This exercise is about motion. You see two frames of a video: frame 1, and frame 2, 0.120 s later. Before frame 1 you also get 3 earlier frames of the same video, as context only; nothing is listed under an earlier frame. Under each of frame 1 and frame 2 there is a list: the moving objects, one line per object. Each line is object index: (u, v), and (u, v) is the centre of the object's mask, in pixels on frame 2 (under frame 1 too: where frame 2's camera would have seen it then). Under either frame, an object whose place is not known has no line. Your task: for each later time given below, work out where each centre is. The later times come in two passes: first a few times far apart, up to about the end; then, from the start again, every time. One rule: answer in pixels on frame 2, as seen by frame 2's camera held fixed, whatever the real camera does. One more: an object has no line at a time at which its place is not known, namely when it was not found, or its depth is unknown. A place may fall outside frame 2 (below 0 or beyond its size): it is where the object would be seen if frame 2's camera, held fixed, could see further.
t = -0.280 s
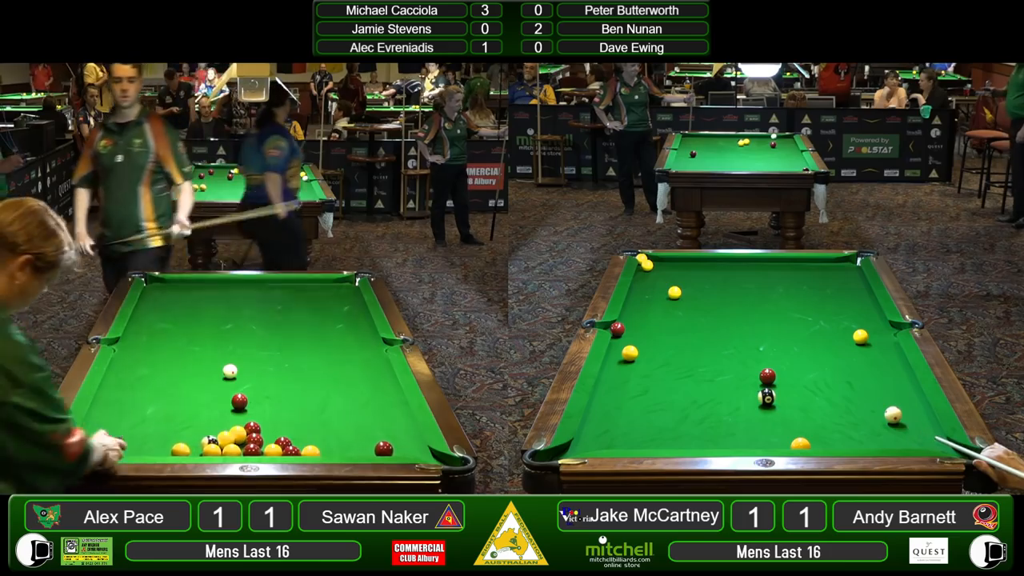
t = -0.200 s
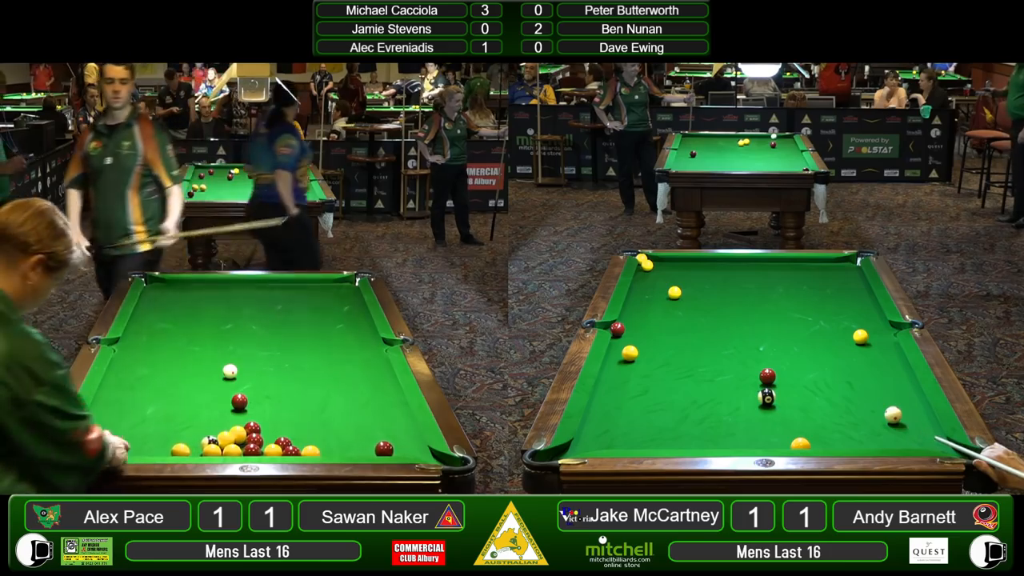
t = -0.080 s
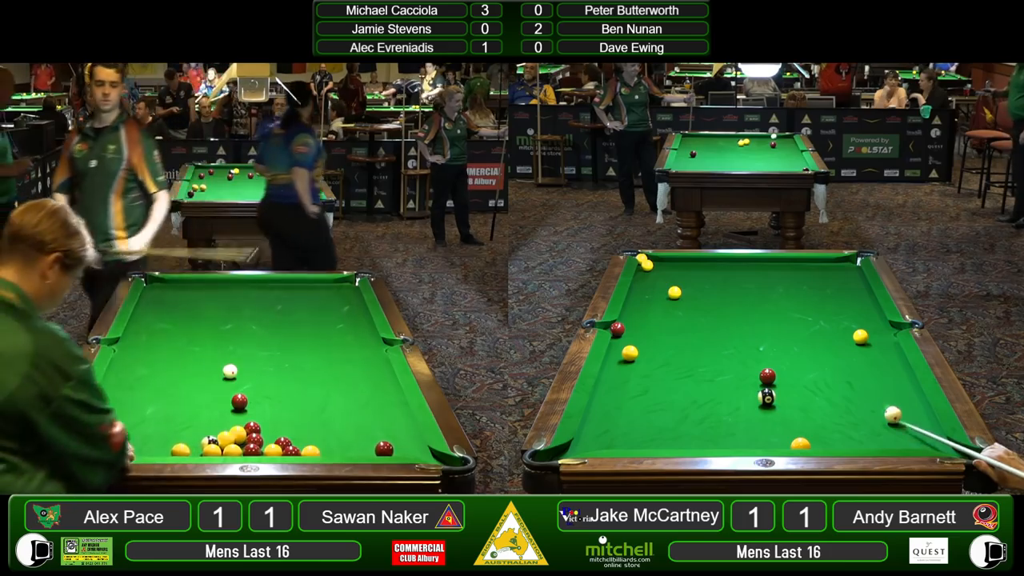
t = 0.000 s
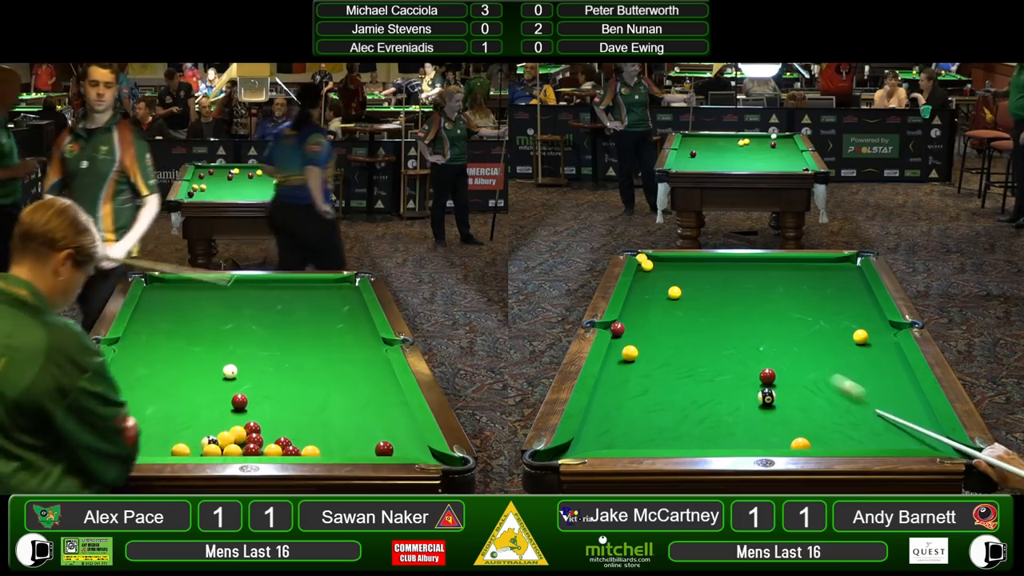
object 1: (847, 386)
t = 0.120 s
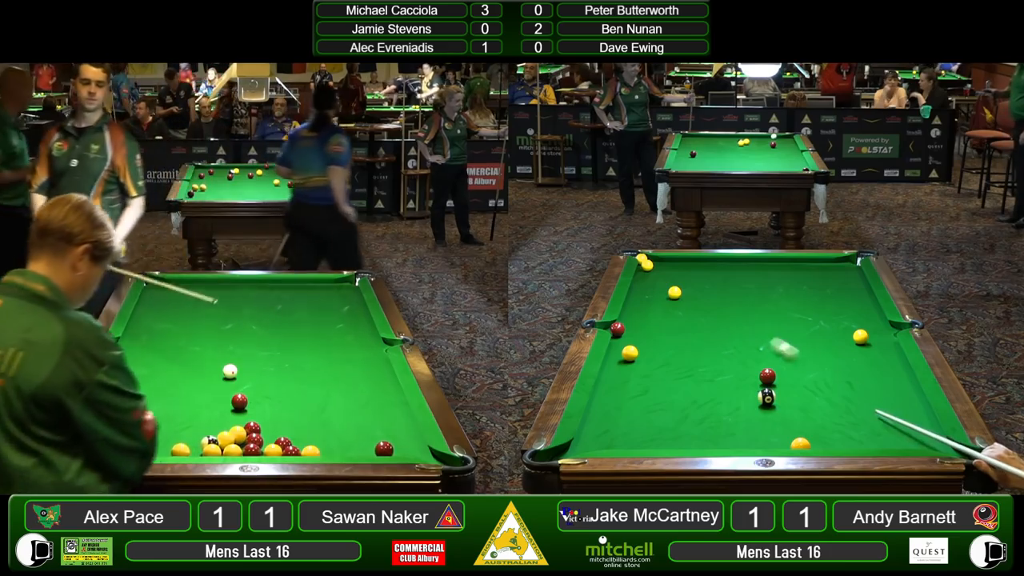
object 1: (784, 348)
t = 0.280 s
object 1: (723, 312)
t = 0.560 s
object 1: (655, 271)
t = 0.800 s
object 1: (644, 269)
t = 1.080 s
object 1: (653, 269)
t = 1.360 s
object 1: (660, 269)
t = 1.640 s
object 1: (665, 269)
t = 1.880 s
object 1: (669, 269)
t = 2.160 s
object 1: (671, 269)
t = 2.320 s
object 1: (671, 269)
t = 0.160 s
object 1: (766, 338)
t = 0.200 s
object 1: (750, 329)
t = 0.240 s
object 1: (736, 320)
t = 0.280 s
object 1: (723, 312)
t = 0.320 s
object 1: (710, 304)
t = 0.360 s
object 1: (699, 297)
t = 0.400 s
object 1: (689, 291)
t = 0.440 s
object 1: (680, 284)
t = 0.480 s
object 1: (670, 280)
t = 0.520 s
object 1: (663, 275)
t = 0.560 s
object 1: (655, 271)
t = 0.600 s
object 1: (649, 268)
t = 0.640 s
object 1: (646, 269)
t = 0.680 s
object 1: (644, 269)
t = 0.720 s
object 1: (641, 269)
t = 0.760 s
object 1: (643, 269)
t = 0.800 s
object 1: (644, 269)
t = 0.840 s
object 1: (646, 269)
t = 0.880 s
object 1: (647, 269)
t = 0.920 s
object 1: (648, 269)
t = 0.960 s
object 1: (649, 269)
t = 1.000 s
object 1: (651, 269)
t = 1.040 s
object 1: (652, 269)
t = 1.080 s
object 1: (653, 269)
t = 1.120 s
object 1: (654, 269)
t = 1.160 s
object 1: (655, 269)
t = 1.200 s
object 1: (656, 269)
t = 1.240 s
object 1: (657, 269)
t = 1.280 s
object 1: (658, 269)
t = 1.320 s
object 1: (659, 269)
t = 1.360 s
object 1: (660, 269)
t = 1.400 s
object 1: (661, 269)
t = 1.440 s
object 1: (662, 269)
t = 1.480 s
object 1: (663, 269)
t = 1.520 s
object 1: (663, 269)
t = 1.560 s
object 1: (664, 269)
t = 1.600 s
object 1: (665, 269)
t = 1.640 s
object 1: (665, 269)
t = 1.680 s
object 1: (666, 269)
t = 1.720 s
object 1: (667, 269)
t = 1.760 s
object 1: (667, 269)
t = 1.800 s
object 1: (668, 269)
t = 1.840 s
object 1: (668, 269)
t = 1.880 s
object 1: (669, 269)
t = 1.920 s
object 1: (669, 269)
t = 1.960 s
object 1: (669, 269)
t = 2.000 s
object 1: (670, 269)
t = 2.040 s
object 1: (670, 269)
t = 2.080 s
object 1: (670, 269)
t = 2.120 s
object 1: (670, 269)
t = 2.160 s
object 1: (671, 269)
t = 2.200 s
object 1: (671, 269)
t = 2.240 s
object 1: (671, 269)
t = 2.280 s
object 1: (671, 269)
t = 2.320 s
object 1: (671, 269)
